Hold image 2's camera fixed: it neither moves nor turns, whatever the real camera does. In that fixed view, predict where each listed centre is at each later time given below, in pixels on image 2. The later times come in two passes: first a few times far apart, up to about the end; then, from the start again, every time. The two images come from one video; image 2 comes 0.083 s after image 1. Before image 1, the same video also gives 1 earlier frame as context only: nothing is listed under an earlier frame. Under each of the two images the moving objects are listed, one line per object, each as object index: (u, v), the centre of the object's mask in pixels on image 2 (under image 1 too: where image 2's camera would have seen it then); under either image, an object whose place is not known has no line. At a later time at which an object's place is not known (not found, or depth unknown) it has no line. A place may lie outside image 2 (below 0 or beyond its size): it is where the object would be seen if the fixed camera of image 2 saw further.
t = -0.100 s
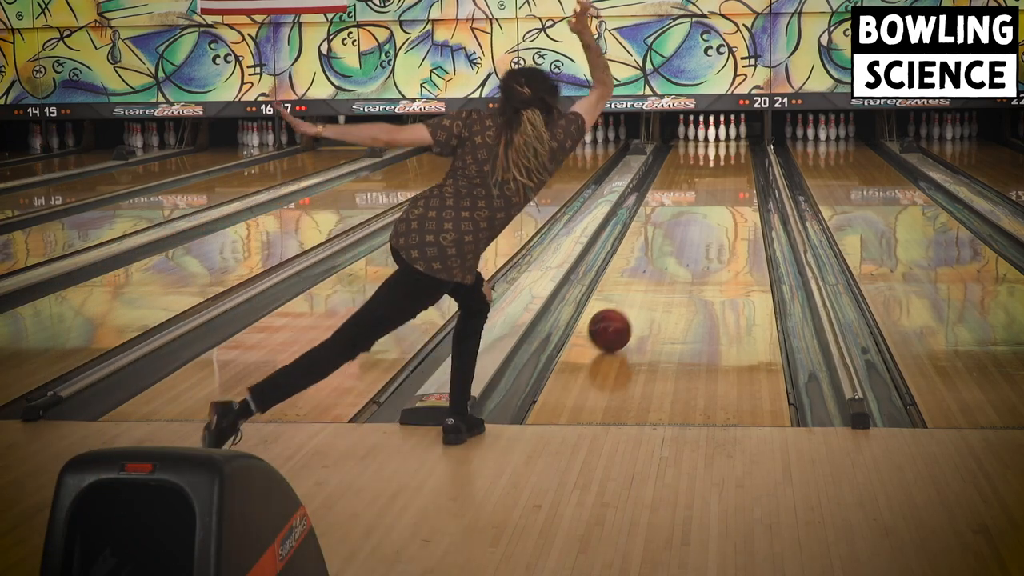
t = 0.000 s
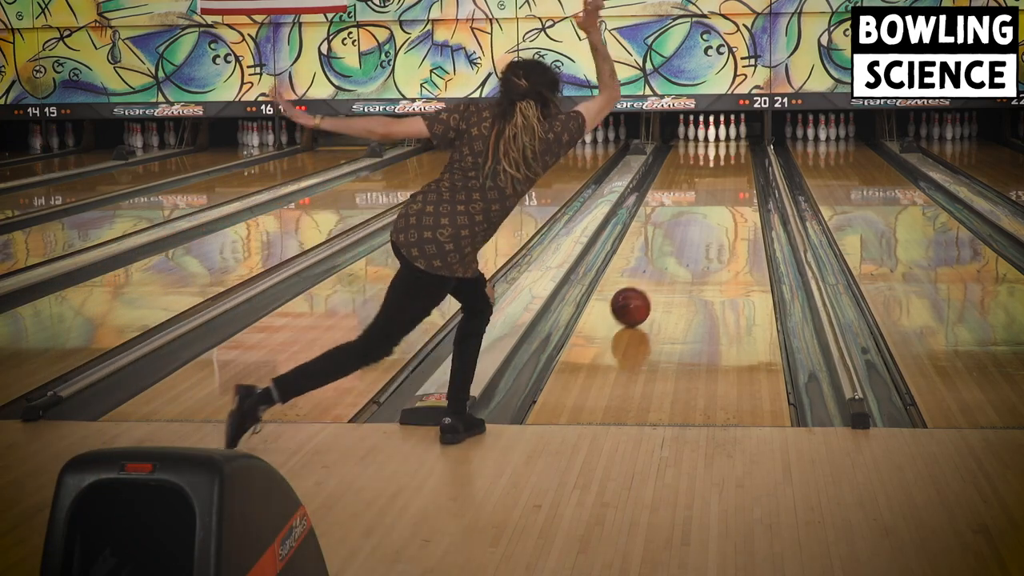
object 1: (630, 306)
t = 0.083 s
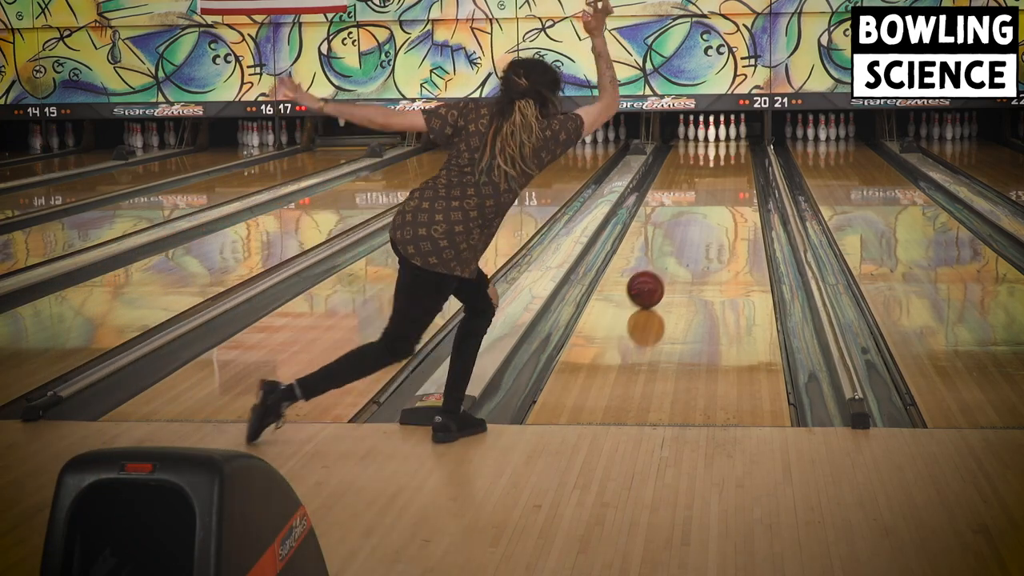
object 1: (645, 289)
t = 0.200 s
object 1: (662, 269)
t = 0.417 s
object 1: (688, 239)
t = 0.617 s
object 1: (706, 218)
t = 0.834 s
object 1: (720, 199)
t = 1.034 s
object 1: (729, 185)
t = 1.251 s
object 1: (736, 172)
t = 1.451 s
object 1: (740, 162)
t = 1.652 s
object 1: (740, 154)
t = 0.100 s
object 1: (648, 286)
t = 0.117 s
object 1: (650, 283)
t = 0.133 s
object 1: (653, 280)
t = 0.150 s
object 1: (655, 277)
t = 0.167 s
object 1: (658, 274)
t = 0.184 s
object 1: (660, 272)
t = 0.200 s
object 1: (662, 269)
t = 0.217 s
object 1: (665, 266)
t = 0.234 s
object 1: (667, 263)
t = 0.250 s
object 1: (669, 261)
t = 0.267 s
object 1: (671, 259)
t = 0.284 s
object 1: (673, 256)
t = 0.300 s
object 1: (675, 254)
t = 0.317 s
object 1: (677, 252)
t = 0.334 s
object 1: (679, 249)
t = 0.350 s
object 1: (681, 247)
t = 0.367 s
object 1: (683, 245)
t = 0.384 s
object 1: (685, 243)
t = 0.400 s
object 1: (687, 241)
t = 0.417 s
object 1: (688, 239)
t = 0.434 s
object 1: (690, 237)
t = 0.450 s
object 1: (691, 235)
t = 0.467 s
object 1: (693, 234)
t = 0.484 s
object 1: (695, 232)
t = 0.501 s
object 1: (696, 230)
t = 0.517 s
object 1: (698, 228)
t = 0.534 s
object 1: (699, 226)
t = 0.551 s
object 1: (700, 225)
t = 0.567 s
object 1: (702, 223)
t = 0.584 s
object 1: (703, 221)
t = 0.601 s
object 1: (704, 219)
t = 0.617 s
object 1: (706, 218)
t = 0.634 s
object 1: (707, 216)
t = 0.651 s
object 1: (708, 214)
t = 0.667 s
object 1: (709, 213)
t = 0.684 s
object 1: (711, 211)
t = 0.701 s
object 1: (712, 210)
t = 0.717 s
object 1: (713, 208)
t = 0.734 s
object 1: (714, 207)
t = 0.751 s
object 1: (715, 206)
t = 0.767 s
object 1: (716, 204)
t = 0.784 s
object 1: (717, 203)
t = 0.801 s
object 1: (718, 201)
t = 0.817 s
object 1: (719, 200)
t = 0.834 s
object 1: (720, 199)
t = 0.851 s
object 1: (721, 197)
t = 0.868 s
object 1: (722, 196)
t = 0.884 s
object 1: (723, 195)
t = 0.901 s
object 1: (723, 194)
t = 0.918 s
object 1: (724, 193)
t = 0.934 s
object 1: (725, 191)
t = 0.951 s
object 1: (726, 190)
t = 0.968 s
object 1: (727, 189)
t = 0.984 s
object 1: (727, 188)
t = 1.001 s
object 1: (728, 187)
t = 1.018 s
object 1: (728, 186)
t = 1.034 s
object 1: (729, 185)
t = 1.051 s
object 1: (730, 184)
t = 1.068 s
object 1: (730, 183)
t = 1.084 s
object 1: (731, 182)
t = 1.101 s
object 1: (732, 181)
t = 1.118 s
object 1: (732, 180)
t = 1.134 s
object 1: (733, 179)
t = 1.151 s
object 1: (734, 178)
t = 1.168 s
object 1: (734, 177)
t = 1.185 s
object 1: (734, 176)
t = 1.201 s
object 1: (735, 175)
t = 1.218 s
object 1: (735, 174)
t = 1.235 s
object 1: (736, 173)
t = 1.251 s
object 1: (736, 172)
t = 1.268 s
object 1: (737, 171)
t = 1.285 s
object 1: (737, 170)
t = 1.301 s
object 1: (737, 169)
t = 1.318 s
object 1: (738, 169)
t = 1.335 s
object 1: (738, 168)
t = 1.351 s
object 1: (738, 167)
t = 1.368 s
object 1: (738, 166)
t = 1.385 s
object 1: (739, 165)
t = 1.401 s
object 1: (739, 164)
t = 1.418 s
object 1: (739, 164)
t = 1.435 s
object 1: (739, 163)
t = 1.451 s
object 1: (740, 162)
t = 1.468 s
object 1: (740, 161)
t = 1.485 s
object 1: (740, 161)
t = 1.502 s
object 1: (740, 160)
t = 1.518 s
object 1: (740, 160)
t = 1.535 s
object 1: (740, 159)
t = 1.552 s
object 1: (740, 158)
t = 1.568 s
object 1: (740, 157)
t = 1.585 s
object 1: (740, 157)
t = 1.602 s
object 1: (740, 156)
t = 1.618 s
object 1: (740, 156)
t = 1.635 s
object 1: (740, 155)
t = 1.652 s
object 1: (740, 154)
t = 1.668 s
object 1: (740, 154)
